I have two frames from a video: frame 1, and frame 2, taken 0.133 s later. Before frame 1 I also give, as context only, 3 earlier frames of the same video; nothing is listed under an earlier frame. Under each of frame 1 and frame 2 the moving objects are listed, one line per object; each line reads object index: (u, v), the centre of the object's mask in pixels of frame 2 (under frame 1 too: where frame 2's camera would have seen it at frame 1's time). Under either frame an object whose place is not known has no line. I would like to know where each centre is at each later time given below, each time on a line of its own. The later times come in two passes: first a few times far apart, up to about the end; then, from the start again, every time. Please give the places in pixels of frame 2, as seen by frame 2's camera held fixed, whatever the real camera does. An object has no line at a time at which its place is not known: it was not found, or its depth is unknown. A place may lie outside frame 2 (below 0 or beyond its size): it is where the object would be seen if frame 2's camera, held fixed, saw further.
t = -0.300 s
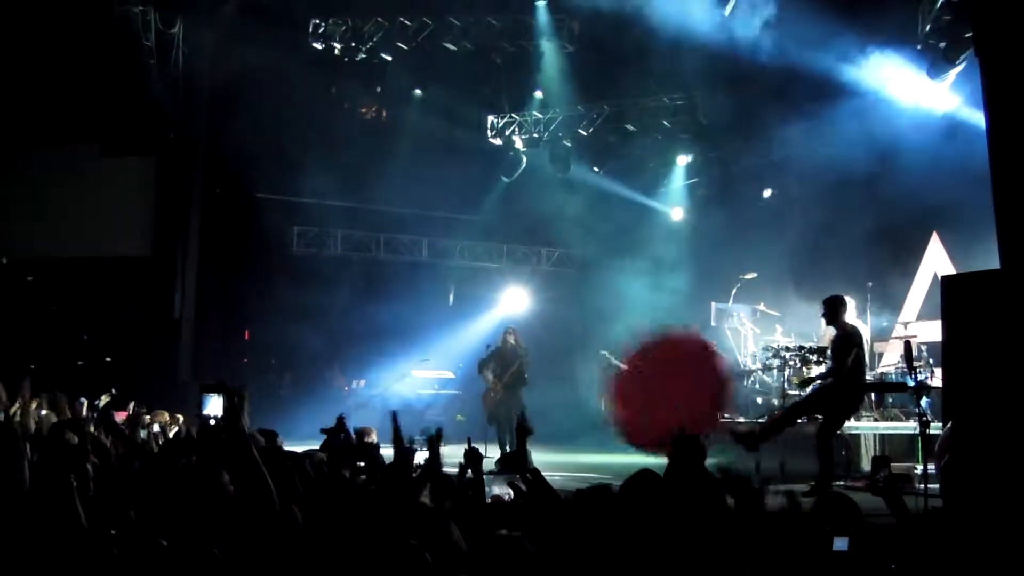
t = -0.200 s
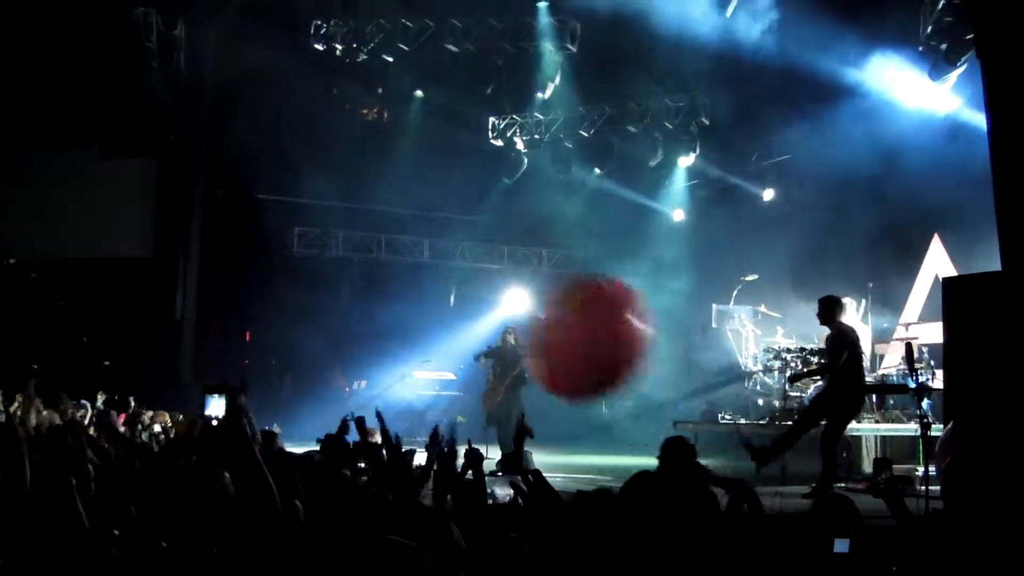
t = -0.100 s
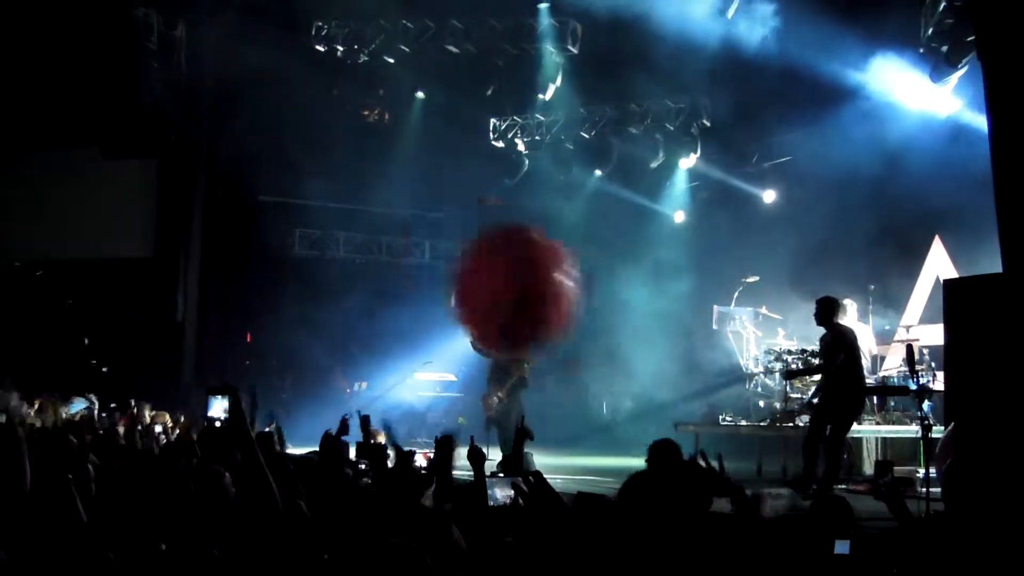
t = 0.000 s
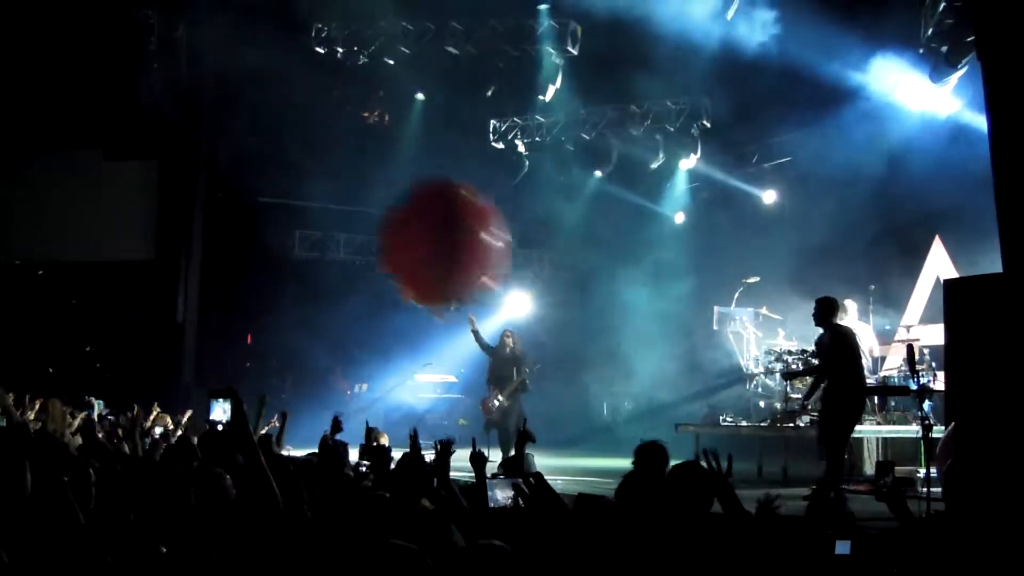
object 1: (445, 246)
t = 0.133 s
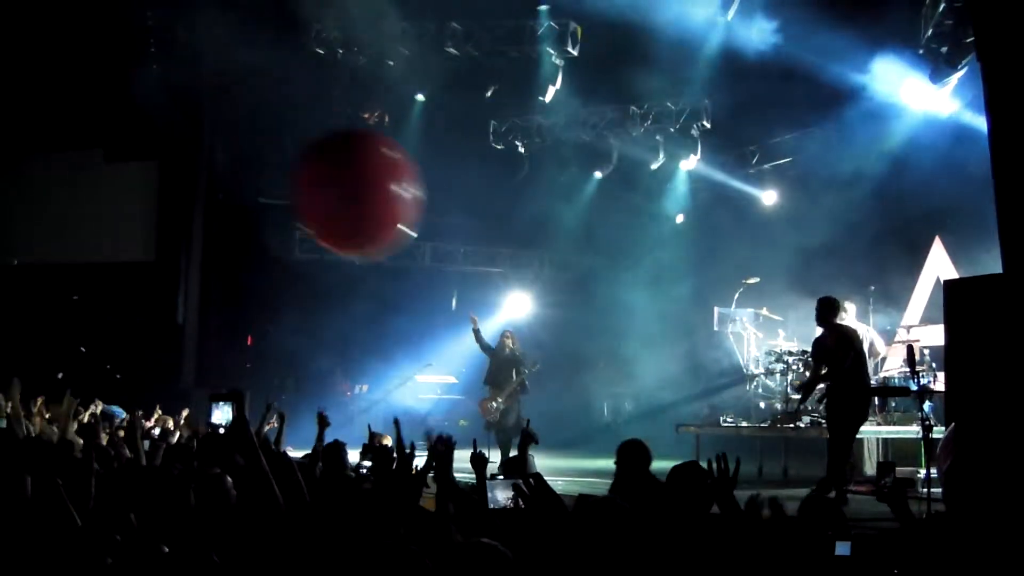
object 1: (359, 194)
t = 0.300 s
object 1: (267, 150)
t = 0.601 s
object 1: (133, 102)
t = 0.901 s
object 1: (48, 87)
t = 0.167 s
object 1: (338, 183)
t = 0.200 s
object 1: (318, 172)
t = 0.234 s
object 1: (300, 163)
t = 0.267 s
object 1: (281, 156)
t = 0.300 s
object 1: (267, 150)
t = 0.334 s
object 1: (249, 142)
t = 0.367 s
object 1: (231, 133)
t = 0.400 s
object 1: (215, 128)
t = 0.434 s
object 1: (199, 123)
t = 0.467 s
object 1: (184, 119)
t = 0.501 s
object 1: (171, 112)
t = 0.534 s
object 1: (162, 110)
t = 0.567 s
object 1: (154, 107)
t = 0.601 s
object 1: (133, 102)
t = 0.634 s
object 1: (122, 98)
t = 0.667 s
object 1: (110, 95)
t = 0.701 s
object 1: (100, 94)
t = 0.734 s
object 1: (91, 93)
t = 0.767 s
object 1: (83, 92)
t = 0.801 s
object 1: (76, 91)
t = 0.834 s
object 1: (67, 92)
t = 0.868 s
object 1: (61, 91)
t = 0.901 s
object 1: (48, 87)
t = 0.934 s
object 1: (41, 86)
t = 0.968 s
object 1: (35, 86)
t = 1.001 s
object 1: (30, 86)
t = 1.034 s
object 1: (27, 86)
